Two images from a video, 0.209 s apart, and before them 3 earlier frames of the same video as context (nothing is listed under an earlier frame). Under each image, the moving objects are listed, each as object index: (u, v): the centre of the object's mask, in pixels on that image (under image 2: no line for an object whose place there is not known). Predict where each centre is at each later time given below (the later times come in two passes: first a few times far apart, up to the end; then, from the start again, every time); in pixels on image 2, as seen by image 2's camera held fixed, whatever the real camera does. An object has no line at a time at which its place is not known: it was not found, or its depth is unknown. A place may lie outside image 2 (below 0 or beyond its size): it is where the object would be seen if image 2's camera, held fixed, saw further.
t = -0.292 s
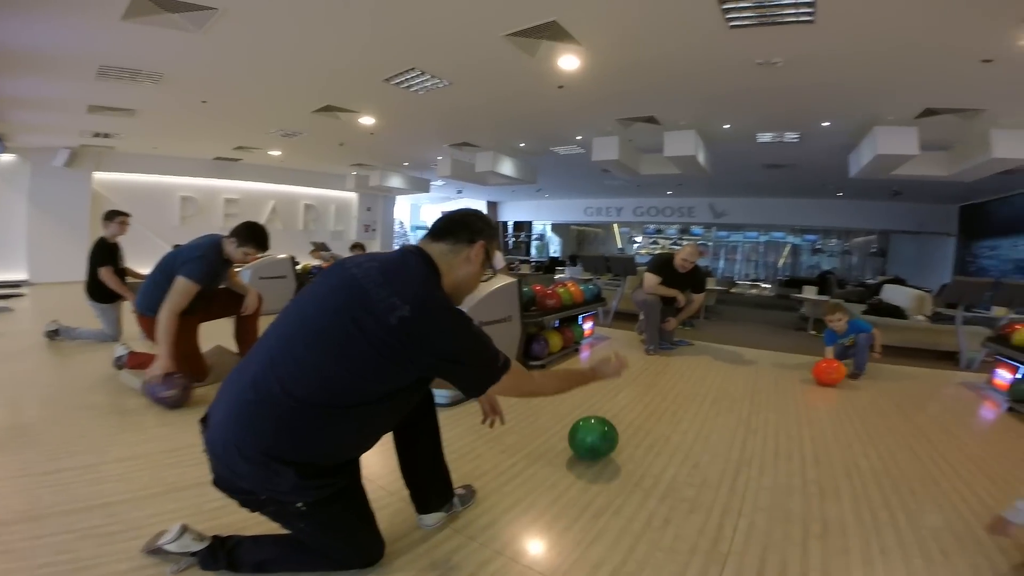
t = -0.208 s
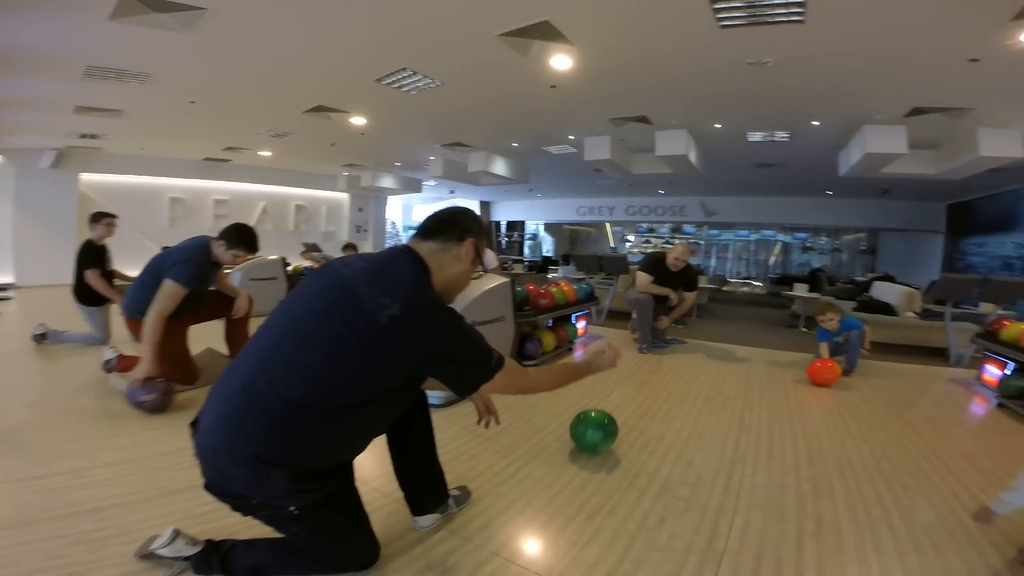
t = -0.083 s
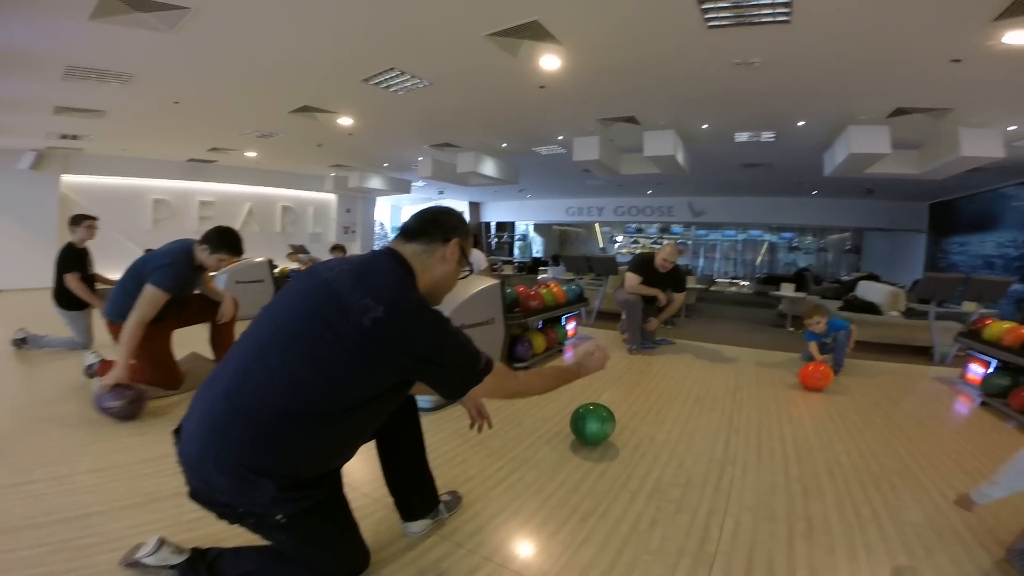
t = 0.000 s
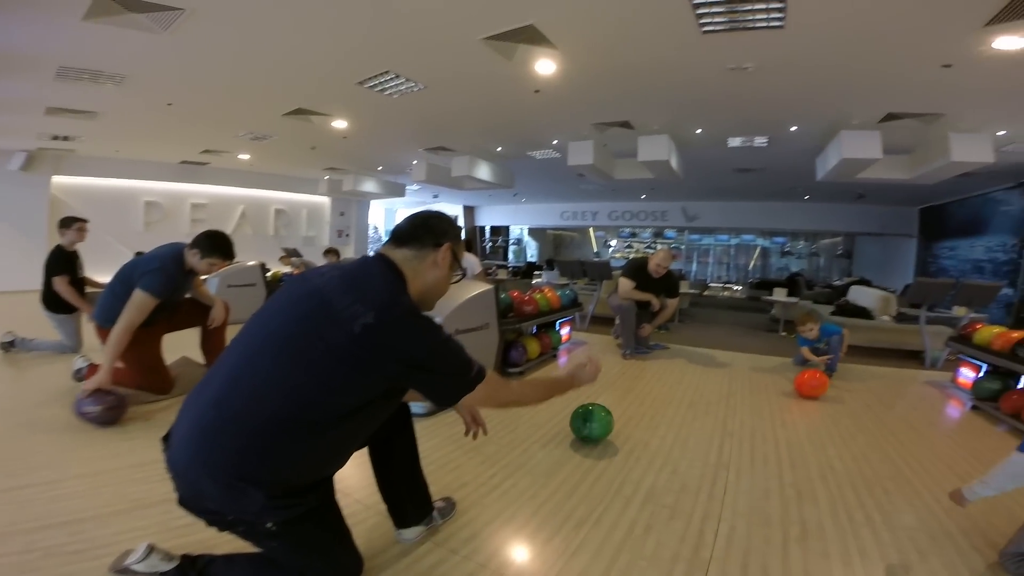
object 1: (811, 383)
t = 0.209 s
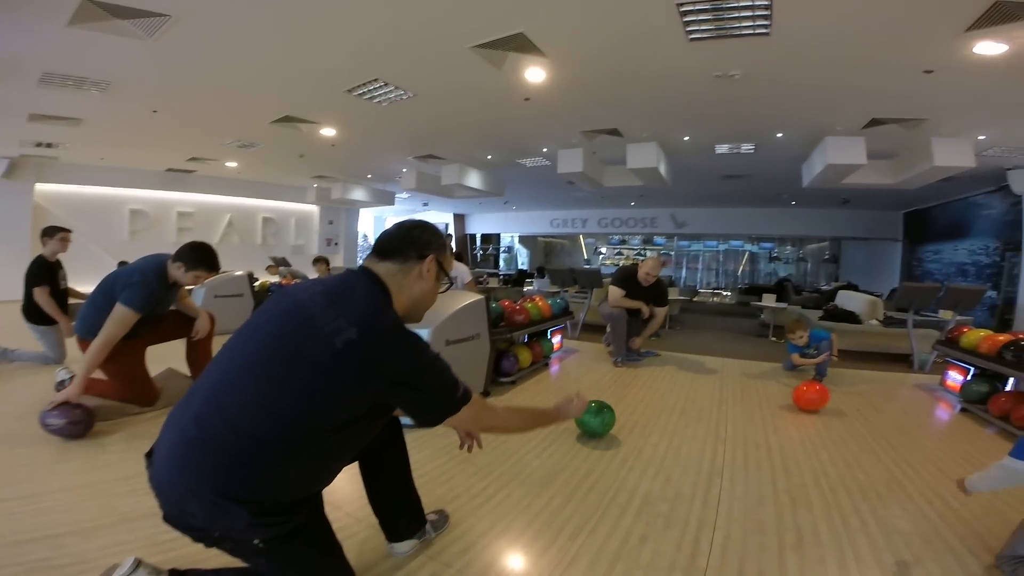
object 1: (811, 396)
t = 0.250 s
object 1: (813, 398)
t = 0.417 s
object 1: (821, 406)
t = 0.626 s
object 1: (830, 416)
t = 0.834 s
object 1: (841, 425)
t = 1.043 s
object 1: (855, 434)
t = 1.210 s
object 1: (867, 441)
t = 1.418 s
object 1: (883, 451)
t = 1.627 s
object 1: (901, 463)
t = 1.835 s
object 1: (923, 476)
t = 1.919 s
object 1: (934, 483)
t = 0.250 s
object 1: (813, 398)
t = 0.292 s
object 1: (815, 400)
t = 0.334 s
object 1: (817, 402)
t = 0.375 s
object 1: (819, 404)
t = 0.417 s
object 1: (821, 406)
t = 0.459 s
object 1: (823, 408)
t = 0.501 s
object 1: (825, 410)
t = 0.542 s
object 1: (826, 412)
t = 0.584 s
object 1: (828, 414)
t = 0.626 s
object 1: (830, 416)
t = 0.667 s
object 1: (832, 417)
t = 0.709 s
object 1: (834, 419)
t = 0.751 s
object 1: (836, 421)
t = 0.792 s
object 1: (839, 423)
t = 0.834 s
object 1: (841, 425)
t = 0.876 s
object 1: (844, 426)
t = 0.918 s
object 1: (847, 428)
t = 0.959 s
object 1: (849, 430)
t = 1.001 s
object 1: (852, 432)
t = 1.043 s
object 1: (855, 434)
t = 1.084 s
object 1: (858, 436)
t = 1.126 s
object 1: (861, 438)
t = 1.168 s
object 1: (864, 440)
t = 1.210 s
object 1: (867, 441)
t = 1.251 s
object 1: (870, 443)
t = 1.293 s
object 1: (873, 445)
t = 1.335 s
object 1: (876, 447)
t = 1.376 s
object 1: (880, 449)
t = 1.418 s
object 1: (883, 451)
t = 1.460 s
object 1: (886, 453)
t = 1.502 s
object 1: (890, 456)
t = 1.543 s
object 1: (894, 458)
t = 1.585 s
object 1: (898, 460)
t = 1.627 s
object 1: (901, 463)
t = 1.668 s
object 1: (905, 465)
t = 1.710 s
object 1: (909, 468)
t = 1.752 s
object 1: (913, 470)
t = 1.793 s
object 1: (918, 473)
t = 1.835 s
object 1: (923, 476)
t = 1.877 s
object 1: (929, 480)
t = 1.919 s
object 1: (934, 483)
